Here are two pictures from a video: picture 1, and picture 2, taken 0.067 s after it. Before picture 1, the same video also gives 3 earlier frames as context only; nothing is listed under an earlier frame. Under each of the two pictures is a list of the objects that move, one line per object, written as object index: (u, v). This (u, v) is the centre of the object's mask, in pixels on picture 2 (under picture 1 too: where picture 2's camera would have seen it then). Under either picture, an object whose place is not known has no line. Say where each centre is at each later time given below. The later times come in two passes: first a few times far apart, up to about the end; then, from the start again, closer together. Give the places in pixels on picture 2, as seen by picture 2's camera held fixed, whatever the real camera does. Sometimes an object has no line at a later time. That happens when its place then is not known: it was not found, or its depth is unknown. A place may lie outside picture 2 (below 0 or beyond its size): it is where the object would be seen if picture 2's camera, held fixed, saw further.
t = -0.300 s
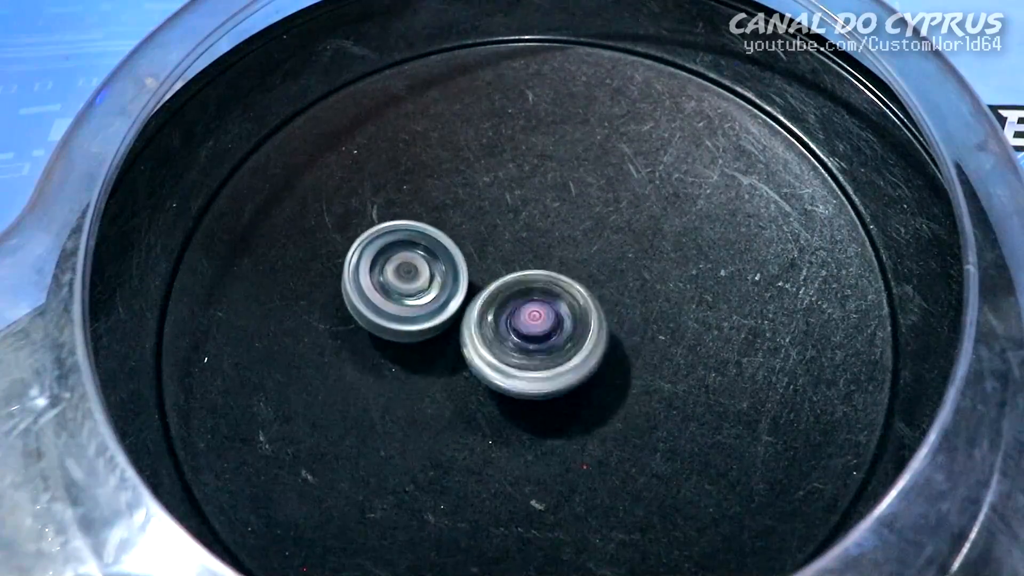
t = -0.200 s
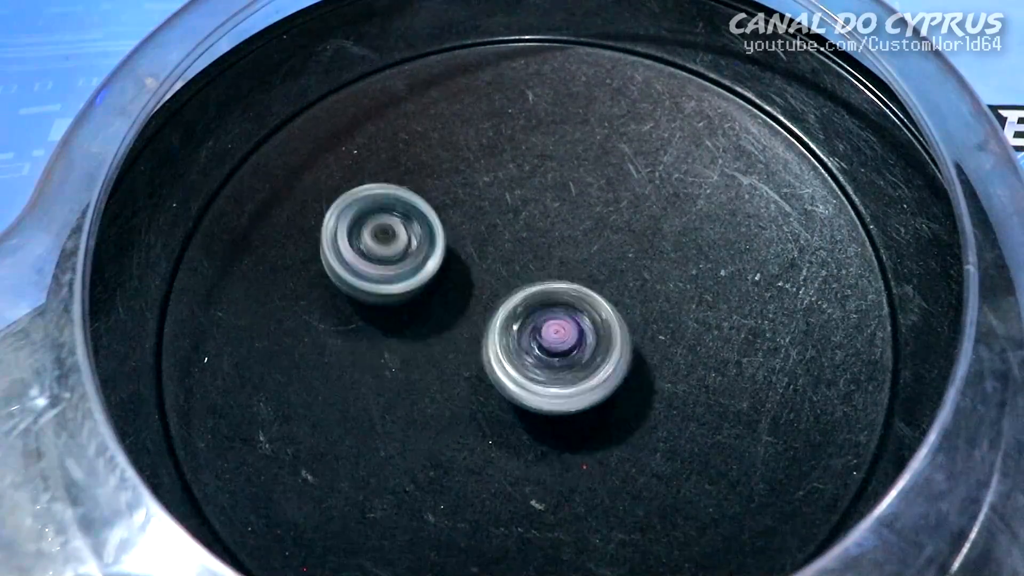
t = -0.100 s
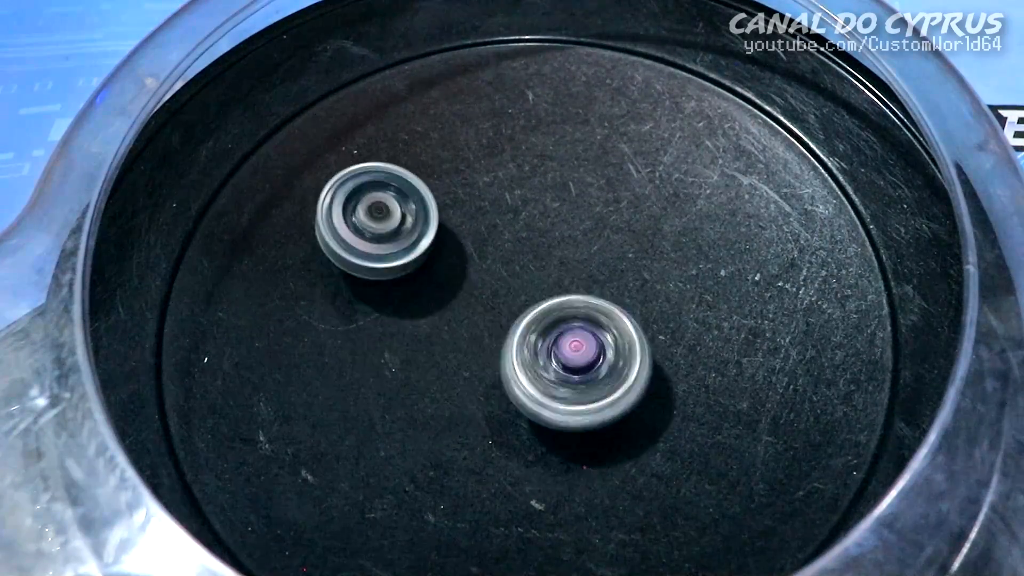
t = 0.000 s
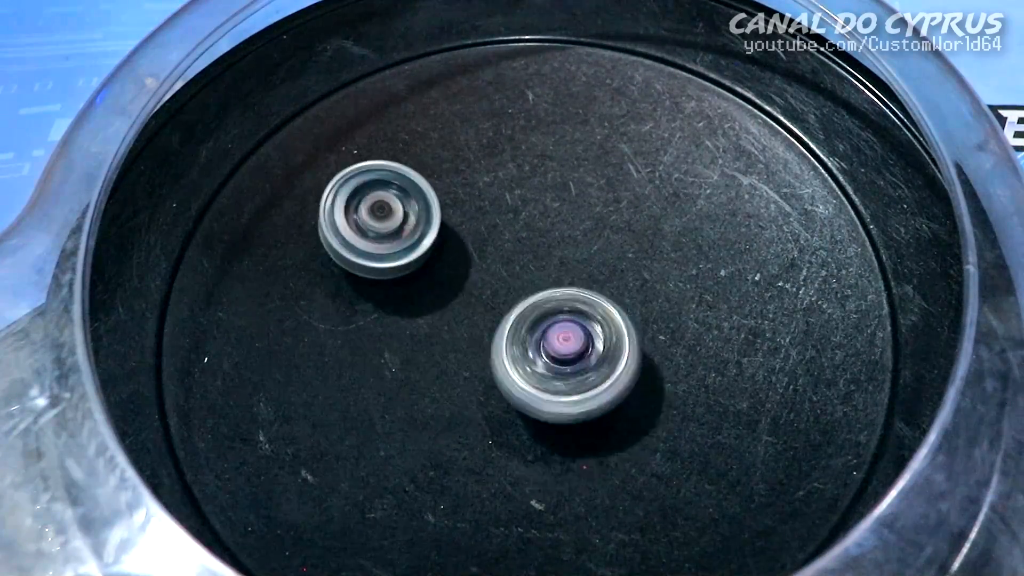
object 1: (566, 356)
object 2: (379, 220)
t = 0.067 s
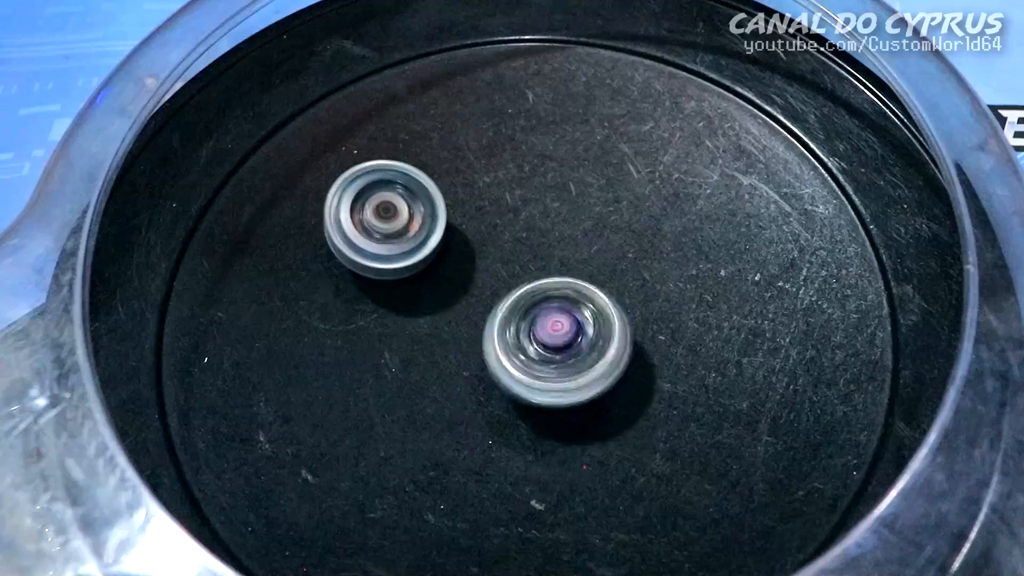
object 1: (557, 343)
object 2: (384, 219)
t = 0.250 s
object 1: (546, 308)
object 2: (426, 222)
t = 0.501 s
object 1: (591, 350)
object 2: (462, 197)
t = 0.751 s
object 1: (551, 325)
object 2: (519, 208)
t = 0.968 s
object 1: (554, 339)
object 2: (555, 206)
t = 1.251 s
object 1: (512, 378)
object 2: (610, 189)
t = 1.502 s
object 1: (482, 374)
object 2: (619, 217)
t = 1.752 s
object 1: (515, 357)
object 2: (631, 267)
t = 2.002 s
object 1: (471, 345)
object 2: (658, 311)
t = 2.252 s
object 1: (469, 316)
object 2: (646, 341)
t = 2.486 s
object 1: (474, 285)
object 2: (641, 387)
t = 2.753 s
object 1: (404, 222)
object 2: (717, 448)
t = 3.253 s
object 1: (456, 275)
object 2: (584, 419)
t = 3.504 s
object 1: (494, 276)
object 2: (528, 402)
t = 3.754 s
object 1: (533, 248)
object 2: (483, 442)
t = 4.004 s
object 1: (541, 271)
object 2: (431, 433)
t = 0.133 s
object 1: (551, 329)
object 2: (395, 221)
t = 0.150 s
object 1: (549, 325)
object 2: (399, 221)
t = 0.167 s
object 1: (548, 323)
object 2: (403, 222)
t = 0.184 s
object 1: (548, 319)
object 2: (407, 222)
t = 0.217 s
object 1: (546, 313)
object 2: (416, 222)
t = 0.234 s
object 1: (546, 310)
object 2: (421, 222)
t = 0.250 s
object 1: (546, 308)
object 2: (426, 222)
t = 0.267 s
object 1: (547, 306)
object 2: (431, 223)
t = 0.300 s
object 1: (547, 302)
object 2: (442, 224)
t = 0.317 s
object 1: (549, 301)
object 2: (447, 224)
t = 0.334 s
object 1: (552, 303)
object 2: (449, 221)
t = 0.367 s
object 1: (568, 317)
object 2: (446, 206)
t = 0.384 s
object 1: (574, 324)
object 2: (446, 201)
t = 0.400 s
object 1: (580, 329)
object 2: (447, 199)
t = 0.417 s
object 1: (584, 334)
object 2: (448, 198)
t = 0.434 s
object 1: (588, 339)
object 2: (450, 197)
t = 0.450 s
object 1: (591, 342)
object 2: (453, 197)
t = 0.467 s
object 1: (592, 345)
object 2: (456, 197)
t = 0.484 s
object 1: (592, 348)
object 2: (459, 197)
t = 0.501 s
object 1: (591, 350)
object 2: (462, 197)
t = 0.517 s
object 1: (589, 352)
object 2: (465, 197)
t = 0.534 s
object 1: (587, 353)
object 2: (468, 198)
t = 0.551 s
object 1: (584, 353)
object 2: (471, 198)
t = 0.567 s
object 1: (580, 353)
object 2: (475, 199)
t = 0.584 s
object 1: (578, 352)
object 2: (478, 199)
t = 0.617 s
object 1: (570, 348)
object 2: (487, 200)
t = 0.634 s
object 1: (567, 347)
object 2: (491, 201)
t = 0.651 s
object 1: (563, 344)
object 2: (495, 202)
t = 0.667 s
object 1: (561, 341)
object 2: (499, 202)
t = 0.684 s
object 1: (558, 338)
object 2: (503, 204)
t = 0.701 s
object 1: (555, 335)
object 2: (507, 205)
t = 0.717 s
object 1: (555, 332)
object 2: (511, 206)
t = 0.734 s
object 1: (553, 328)
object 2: (515, 207)
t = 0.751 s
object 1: (551, 325)
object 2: (519, 208)
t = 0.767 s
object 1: (551, 323)
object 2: (523, 208)
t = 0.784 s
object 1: (551, 324)
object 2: (527, 206)
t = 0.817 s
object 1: (554, 327)
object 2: (534, 201)
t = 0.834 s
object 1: (555, 329)
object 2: (536, 200)
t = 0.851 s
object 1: (556, 331)
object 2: (539, 200)
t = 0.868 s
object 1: (557, 333)
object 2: (542, 201)
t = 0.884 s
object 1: (557, 334)
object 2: (545, 201)
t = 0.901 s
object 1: (557, 336)
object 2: (547, 202)
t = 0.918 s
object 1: (556, 337)
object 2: (549, 203)
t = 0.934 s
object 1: (556, 338)
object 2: (551, 204)
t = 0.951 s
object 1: (555, 338)
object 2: (553, 205)
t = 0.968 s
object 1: (554, 339)
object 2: (555, 206)
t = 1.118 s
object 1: (546, 336)
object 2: (574, 216)
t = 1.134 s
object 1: (545, 334)
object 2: (576, 217)
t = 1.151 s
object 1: (545, 334)
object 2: (579, 218)
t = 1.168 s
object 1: (544, 335)
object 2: (582, 220)
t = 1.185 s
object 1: (539, 343)
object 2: (588, 212)
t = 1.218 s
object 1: (525, 362)
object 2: (602, 196)
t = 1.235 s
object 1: (519, 370)
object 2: (606, 192)
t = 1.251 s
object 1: (512, 378)
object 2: (610, 189)
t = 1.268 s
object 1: (504, 384)
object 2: (614, 188)
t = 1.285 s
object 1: (499, 388)
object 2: (617, 188)
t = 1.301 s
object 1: (494, 392)
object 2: (619, 190)
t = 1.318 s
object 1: (489, 394)
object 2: (621, 192)
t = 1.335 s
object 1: (485, 396)
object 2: (622, 194)
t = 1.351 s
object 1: (481, 396)
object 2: (623, 197)
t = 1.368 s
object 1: (479, 396)
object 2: (623, 199)
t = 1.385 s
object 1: (477, 394)
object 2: (622, 201)
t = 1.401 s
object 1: (475, 392)
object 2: (622, 204)
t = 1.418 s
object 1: (476, 390)
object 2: (621, 206)
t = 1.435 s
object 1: (475, 386)
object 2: (621, 208)
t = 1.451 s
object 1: (477, 384)
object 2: (621, 210)
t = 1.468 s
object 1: (478, 380)
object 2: (620, 212)
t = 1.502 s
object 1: (482, 374)
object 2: (619, 217)
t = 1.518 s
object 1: (484, 371)
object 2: (619, 220)
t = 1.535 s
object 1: (487, 368)
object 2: (618, 222)
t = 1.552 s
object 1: (490, 365)
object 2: (618, 225)
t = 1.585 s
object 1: (497, 362)
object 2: (618, 231)
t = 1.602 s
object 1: (500, 360)
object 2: (617, 234)
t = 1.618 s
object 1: (503, 359)
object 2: (618, 236)
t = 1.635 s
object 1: (506, 357)
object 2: (618, 239)
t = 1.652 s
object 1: (508, 358)
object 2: (619, 242)
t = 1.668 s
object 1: (511, 357)
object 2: (622, 246)
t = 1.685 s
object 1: (512, 357)
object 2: (624, 250)
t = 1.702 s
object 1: (514, 357)
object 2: (627, 255)
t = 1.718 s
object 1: (514, 358)
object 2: (629, 259)
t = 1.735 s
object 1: (515, 358)
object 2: (630, 263)
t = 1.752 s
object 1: (515, 357)
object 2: (631, 267)
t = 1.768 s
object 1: (514, 357)
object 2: (631, 271)
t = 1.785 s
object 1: (514, 357)
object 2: (632, 275)
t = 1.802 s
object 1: (513, 357)
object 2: (633, 278)
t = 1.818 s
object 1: (513, 356)
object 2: (633, 282)
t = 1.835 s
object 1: (511, 355)
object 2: (634, 285)
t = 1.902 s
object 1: (506, 350)
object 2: (636, 298)
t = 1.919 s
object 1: (503, 349)
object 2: (637, 302)
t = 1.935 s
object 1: (494, 348)
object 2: (644, 302)
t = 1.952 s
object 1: (487, 348)
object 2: (651, 304)
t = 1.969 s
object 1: (479, 348)
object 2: (654, 306)
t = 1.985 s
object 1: (475, 346)
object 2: (656, 308)
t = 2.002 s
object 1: (471, 345)
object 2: (658, 311)
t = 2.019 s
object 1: (467, 343)
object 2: (660, 314)
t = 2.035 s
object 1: (465, 342)
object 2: (660, 316)
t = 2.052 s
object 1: (462, 340)
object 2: (660, 318)
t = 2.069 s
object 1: (460, 338)
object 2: (660, 320)
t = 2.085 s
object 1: (460, 336)
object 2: (660, 322)
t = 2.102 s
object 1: (458, 334)
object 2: (659, 324)
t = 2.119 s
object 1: (459, 331)
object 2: (658, 326)
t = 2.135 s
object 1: (459, 328)
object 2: (657, 327)
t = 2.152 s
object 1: (461, 327)
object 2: (656, 329)
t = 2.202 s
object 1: (465, 321)
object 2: (651, 335)
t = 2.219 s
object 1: (465, 319)
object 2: (649, 337)
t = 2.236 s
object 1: (468, 317)
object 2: (647, 339)
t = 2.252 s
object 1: (469, 316)
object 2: (646, 341)
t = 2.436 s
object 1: (491, 304)
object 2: (620, 363)
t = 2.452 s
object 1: (492, 303)
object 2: (617, 365)
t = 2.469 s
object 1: (491, 300)
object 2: (620, 370)
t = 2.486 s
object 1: (474, 285)
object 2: (641, 387)
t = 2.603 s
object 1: (398, 213)
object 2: (721, 456)
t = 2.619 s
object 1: (394, 210)
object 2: (723, 458)
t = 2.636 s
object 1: (393, 208)
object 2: (724, 458)
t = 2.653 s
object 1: (392, 207)
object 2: (724, 458)
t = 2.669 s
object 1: (393, 207)
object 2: (724, 457)
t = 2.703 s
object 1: (397, 211)
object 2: (722, 454)
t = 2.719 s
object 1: (399, 214)
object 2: (721, 452)
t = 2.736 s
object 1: (402, 218)
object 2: (719, 450)
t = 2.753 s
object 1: (404, 222)
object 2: (717, 448)
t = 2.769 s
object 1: (406, 226)
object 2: (715, 446)
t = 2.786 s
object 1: (409, 230)
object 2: (712, 444)
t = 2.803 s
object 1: (411, 235)
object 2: (709, 442)
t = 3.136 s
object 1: (464, 302)
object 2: (589, 393)
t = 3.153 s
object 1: (467, 304)
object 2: (582, 392)
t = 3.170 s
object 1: (470, 304)
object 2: (576, 391)
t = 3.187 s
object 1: (468, 301)
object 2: (577, 396)
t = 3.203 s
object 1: (464, 293)
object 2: (581, 405)
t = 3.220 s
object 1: (459, 286)
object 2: (584, 412)
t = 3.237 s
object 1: (458, 280)
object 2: (585, 417)
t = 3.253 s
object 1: (456, 275)
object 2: (584, 419)
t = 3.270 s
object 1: (456, 272)
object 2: (581, 421)
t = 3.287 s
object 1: (456, 269)
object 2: (578, 422)
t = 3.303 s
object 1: (457, 267)
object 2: (575, 421)
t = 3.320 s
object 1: (458, 265)
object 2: (571, 421)
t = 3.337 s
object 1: (461, 264)
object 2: (568, 420)
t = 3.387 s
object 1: (471, 263)
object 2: (555, 416)
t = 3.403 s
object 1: (475, 264)
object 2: (551, 415)
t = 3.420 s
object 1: (478, 265)
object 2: (547, 413)
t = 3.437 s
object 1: (482, 267)
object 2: (544, 411)
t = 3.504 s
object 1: (494, 276)
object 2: (528, 402)
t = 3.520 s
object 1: (497, 278)
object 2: (524, 400)
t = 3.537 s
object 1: (500, 276)
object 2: (520, 408)
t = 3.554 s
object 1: (502, 266)
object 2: (518, 421)
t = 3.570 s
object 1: (506, 257)
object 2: (514, 431)
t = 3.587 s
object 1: (507, 251)
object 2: (511, 439)
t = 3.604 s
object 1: (512, 245)
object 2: (508, 445)
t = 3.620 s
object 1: (514, 242)
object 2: (504, 447)
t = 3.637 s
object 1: (517, 240)
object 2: (501, 449)
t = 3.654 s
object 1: (519, 239)
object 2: (498, 450)
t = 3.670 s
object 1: (522, 239)
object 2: (495, 451)
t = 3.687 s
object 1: (524, 240)
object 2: (492, 450)
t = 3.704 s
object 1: (528, 241)
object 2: (489, 448)
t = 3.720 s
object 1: (529, 243)
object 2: (486, 447)
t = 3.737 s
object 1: (532, 245)
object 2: (485, 445)
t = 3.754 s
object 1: (533, 248)
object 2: (483, 442)
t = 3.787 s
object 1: (535, 255)
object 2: (480, 437)
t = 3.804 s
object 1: (536, 258)
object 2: (478, 434)
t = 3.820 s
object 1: (536, 262)
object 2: (478, 432)
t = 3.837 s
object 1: (536, 266)
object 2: (476, 429)
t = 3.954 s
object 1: (528, 288)
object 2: (467, 409)
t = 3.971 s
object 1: (526, 289)
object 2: (467, 406)
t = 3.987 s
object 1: (526, 290)
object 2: (461, 406)
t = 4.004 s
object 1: (541, 271)
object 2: (431, 433)
